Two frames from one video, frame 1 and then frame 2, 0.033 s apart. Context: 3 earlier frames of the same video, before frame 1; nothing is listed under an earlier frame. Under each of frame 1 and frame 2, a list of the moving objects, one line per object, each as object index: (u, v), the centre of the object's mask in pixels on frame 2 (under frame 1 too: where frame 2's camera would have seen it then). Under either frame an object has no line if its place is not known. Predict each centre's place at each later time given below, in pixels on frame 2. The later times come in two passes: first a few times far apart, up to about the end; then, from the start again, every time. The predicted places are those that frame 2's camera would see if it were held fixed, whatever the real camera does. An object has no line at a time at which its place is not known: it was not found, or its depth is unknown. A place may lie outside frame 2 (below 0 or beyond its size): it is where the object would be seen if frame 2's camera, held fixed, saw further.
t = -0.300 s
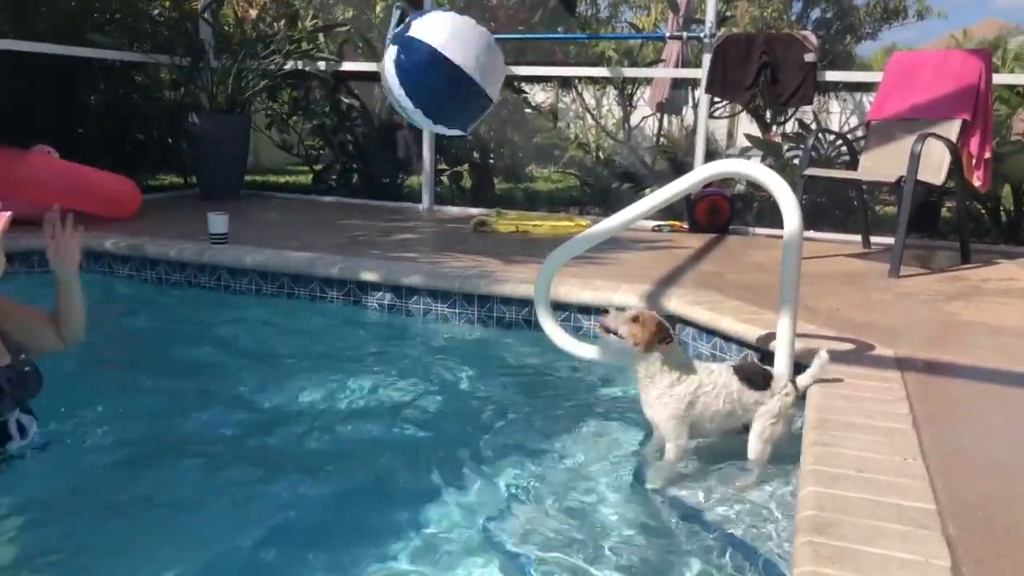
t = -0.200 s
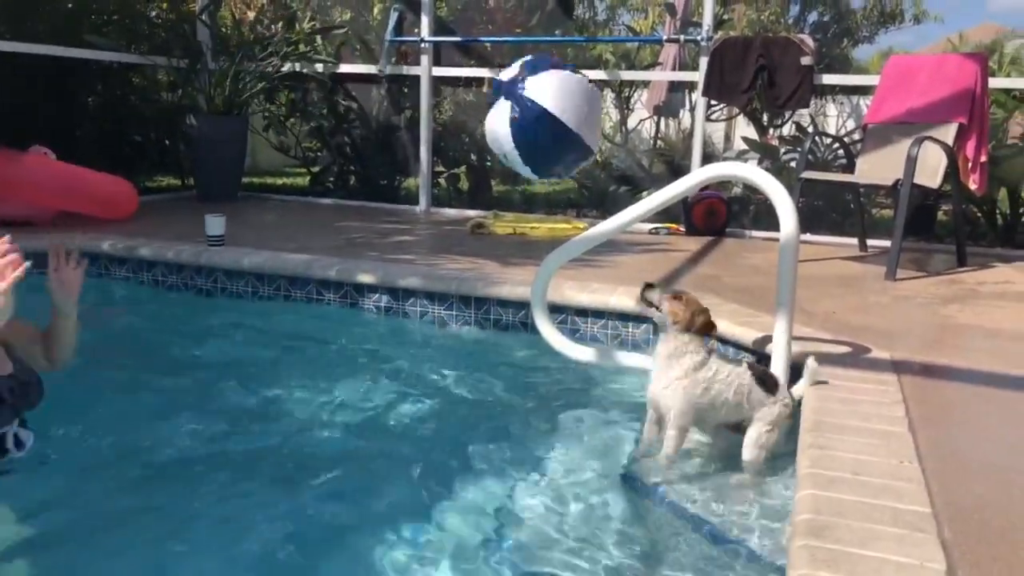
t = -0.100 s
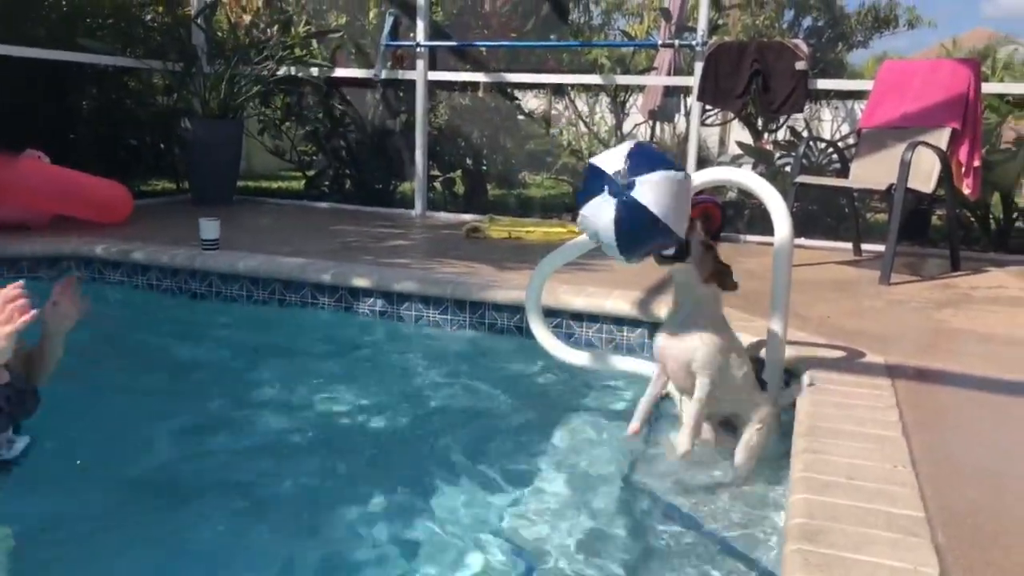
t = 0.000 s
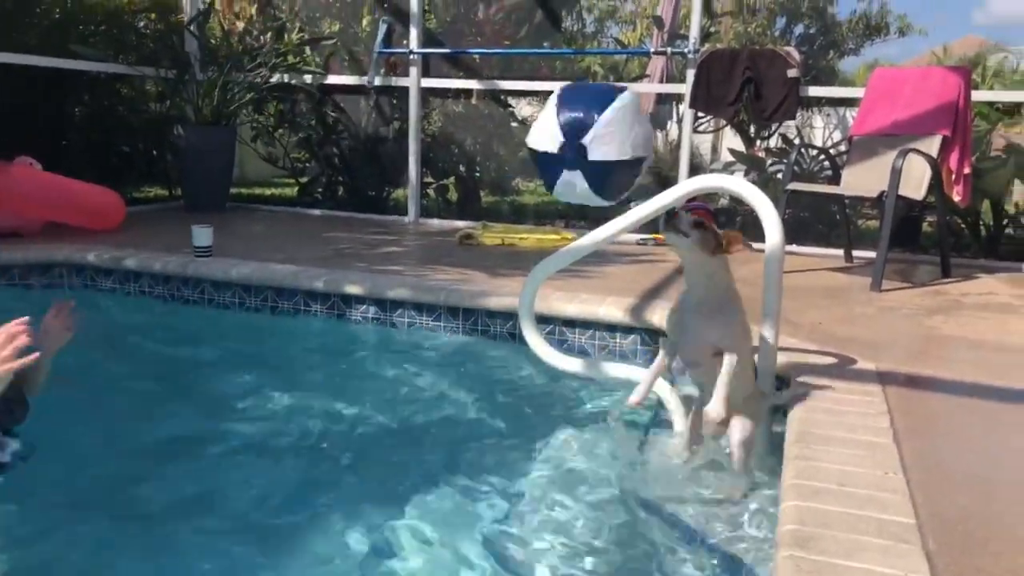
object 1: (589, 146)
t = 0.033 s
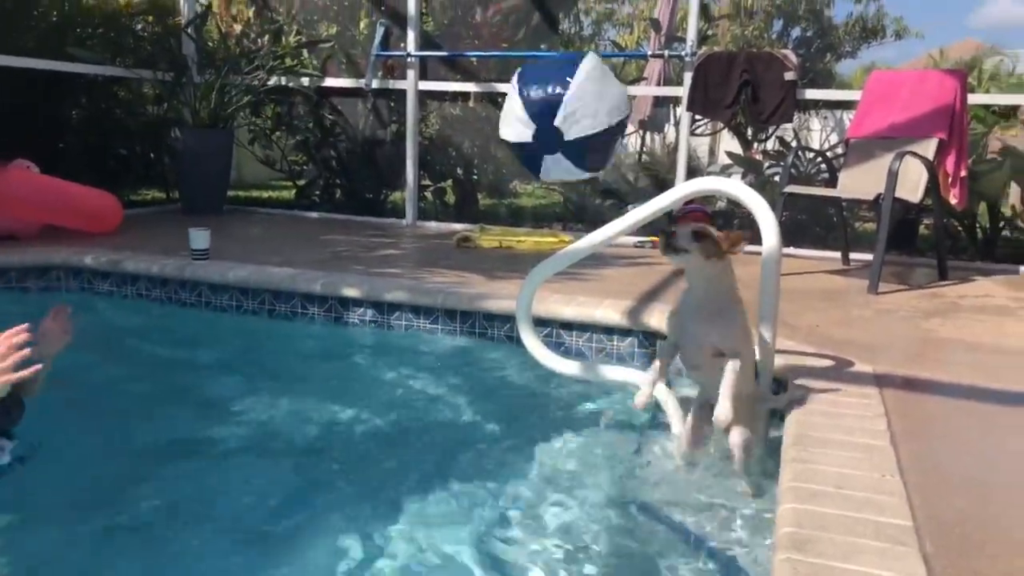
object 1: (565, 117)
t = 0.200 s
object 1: (431, 42)
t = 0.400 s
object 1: (267, 116)
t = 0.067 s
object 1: (540, 89)
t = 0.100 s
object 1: (515, 66)
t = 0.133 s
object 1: (488, 54)
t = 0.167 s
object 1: (459, 46)
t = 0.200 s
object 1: (431, 42)
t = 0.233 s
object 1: (403, 40)
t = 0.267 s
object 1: (375, 43)
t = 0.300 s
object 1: (346, 48)
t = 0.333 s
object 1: (320, 60)
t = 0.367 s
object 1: (293, 84)
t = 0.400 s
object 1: (267, 116)
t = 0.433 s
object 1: (243, 154)
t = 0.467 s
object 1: (218, 199)
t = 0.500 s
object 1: (196, 251)
